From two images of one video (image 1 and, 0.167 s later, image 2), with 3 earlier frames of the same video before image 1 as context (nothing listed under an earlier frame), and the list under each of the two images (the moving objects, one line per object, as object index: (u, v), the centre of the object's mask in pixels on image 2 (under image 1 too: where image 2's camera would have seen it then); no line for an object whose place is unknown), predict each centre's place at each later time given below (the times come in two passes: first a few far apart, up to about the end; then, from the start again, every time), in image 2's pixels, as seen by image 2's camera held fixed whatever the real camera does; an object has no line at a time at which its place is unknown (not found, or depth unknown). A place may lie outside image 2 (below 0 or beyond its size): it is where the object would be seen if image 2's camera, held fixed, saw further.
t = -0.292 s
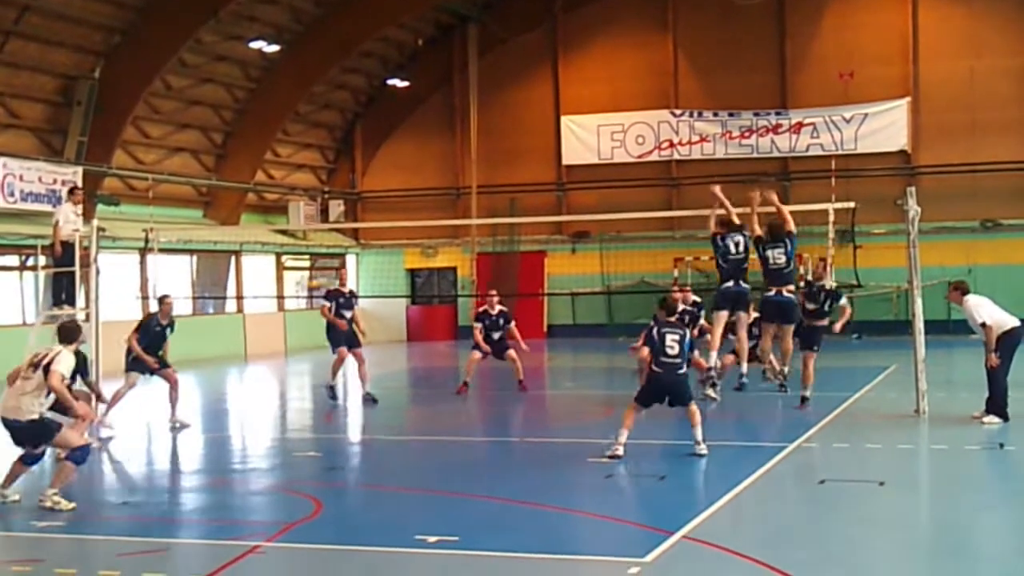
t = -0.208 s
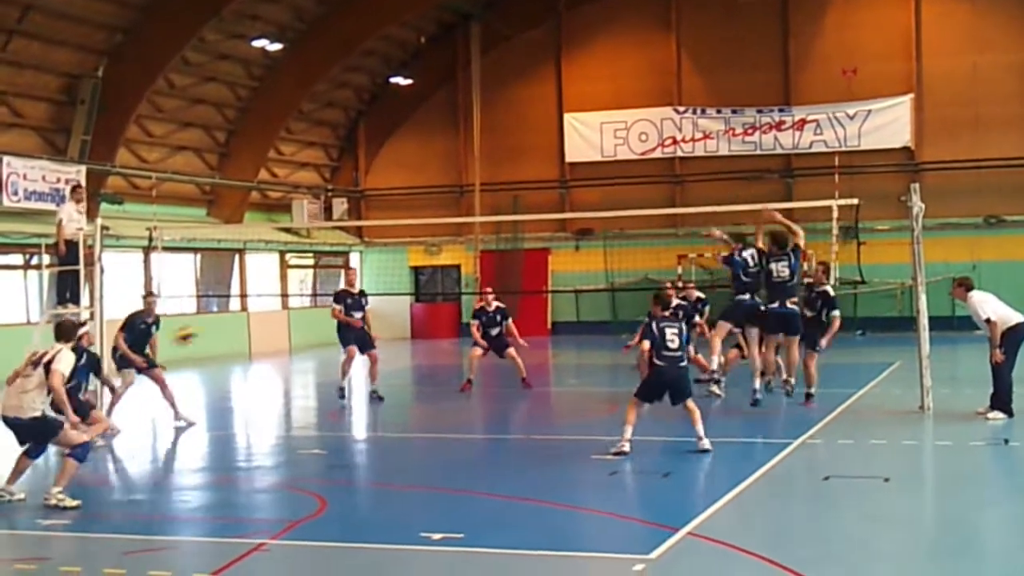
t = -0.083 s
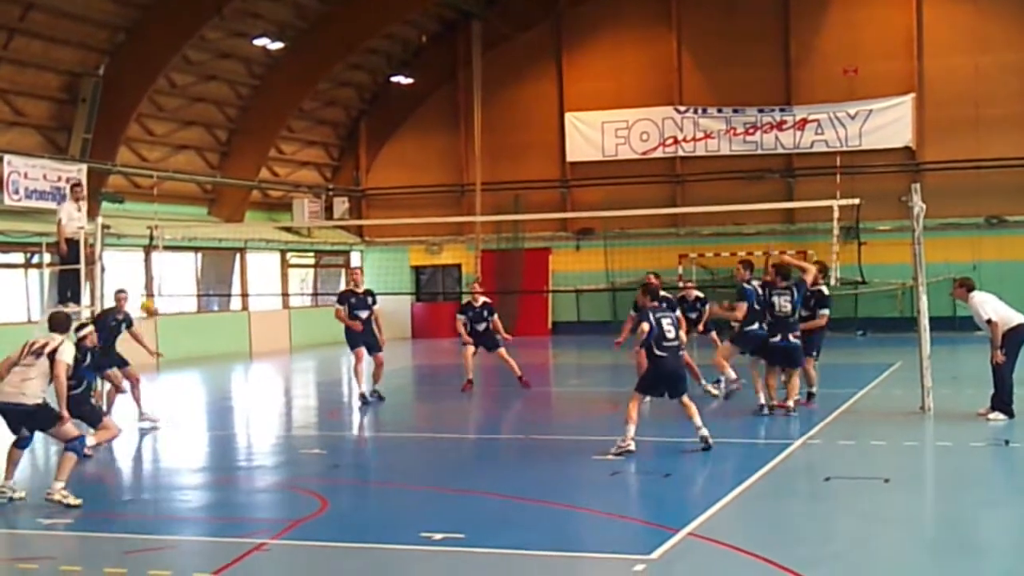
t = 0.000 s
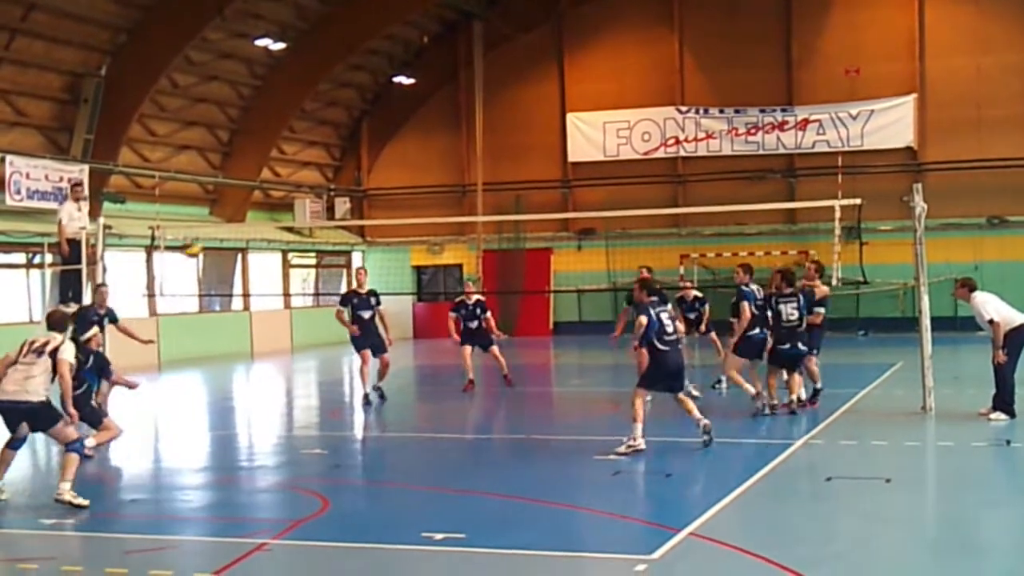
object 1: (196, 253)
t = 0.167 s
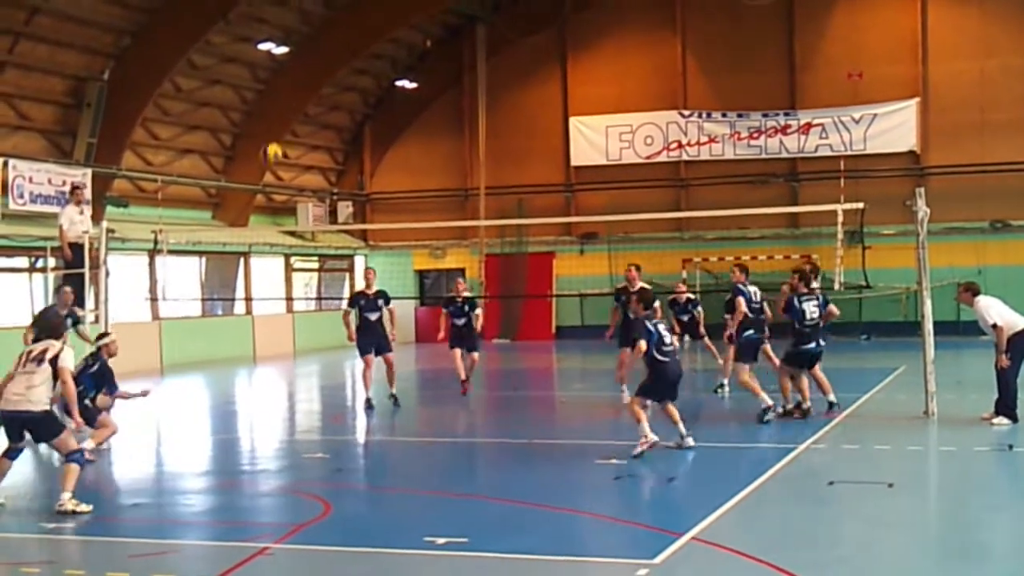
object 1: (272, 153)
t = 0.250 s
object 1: (311, 112)
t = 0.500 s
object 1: (422, 25)
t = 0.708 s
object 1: (516, -4)
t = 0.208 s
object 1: (291, 131)
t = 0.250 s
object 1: (311, 112)
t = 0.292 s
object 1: (330, 93)
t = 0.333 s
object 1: (348, 77)
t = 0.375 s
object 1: (366, 63)
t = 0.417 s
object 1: (385, 47)
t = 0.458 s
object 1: (404, 35)
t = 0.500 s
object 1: (422, 25)
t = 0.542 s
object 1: (441, 15)
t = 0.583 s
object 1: (459, 7)
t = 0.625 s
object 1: (478, 2)
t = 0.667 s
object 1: (498, -2)
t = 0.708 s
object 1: (516, -4)
